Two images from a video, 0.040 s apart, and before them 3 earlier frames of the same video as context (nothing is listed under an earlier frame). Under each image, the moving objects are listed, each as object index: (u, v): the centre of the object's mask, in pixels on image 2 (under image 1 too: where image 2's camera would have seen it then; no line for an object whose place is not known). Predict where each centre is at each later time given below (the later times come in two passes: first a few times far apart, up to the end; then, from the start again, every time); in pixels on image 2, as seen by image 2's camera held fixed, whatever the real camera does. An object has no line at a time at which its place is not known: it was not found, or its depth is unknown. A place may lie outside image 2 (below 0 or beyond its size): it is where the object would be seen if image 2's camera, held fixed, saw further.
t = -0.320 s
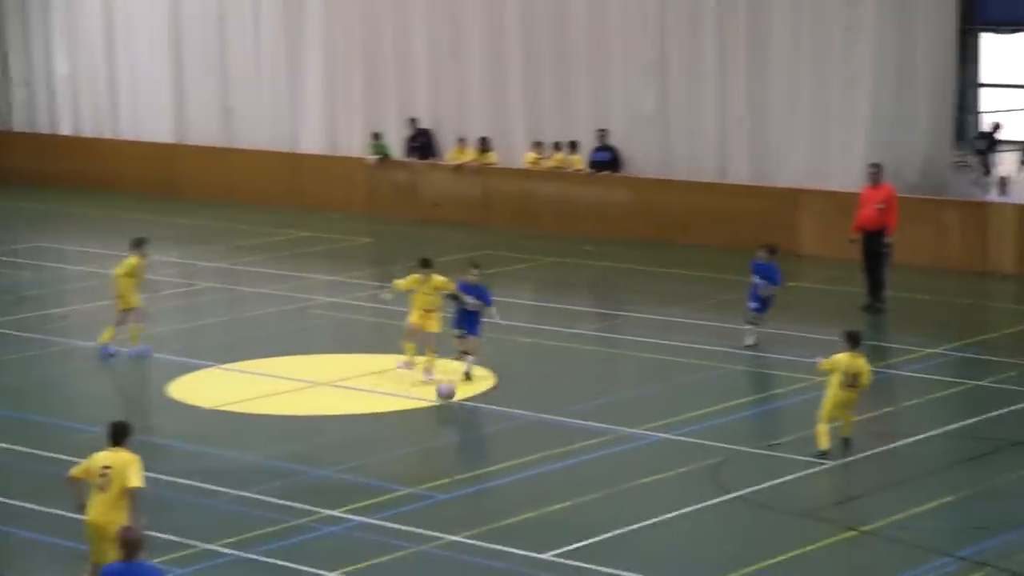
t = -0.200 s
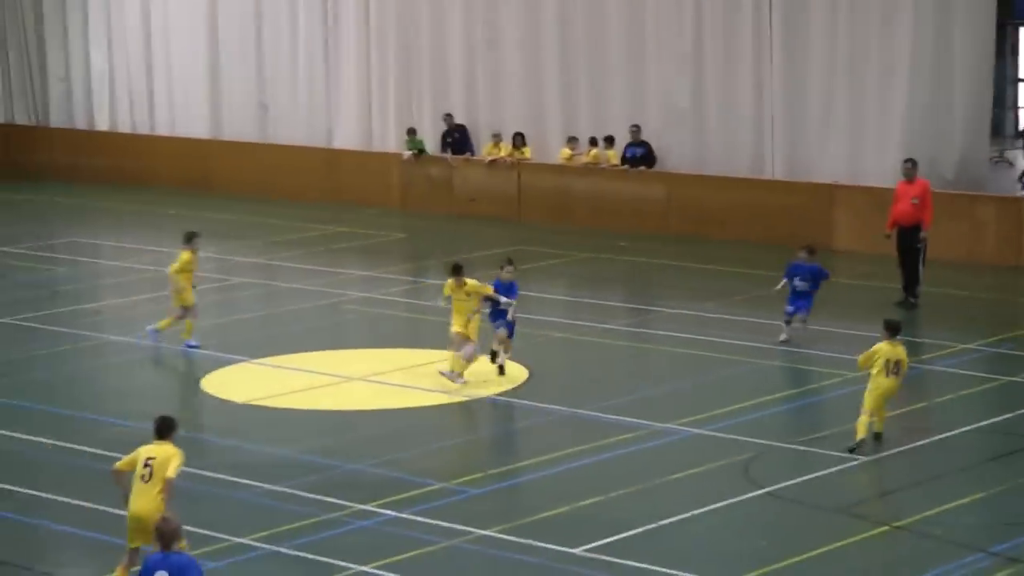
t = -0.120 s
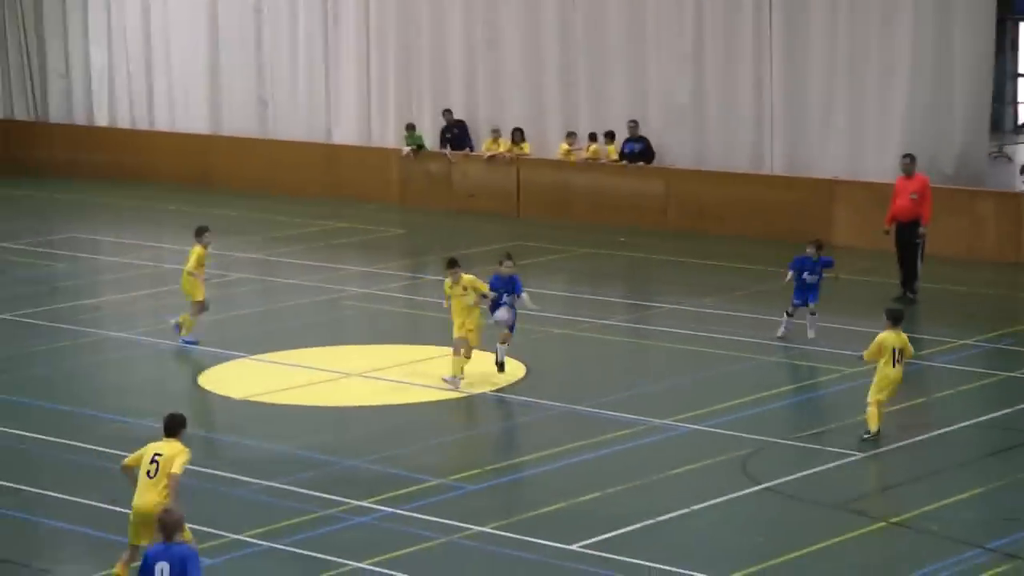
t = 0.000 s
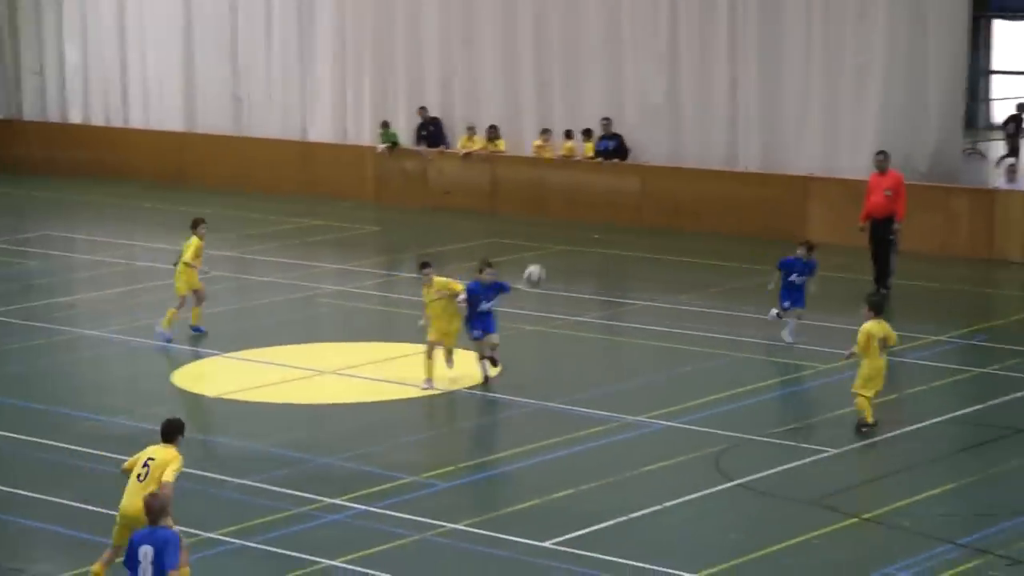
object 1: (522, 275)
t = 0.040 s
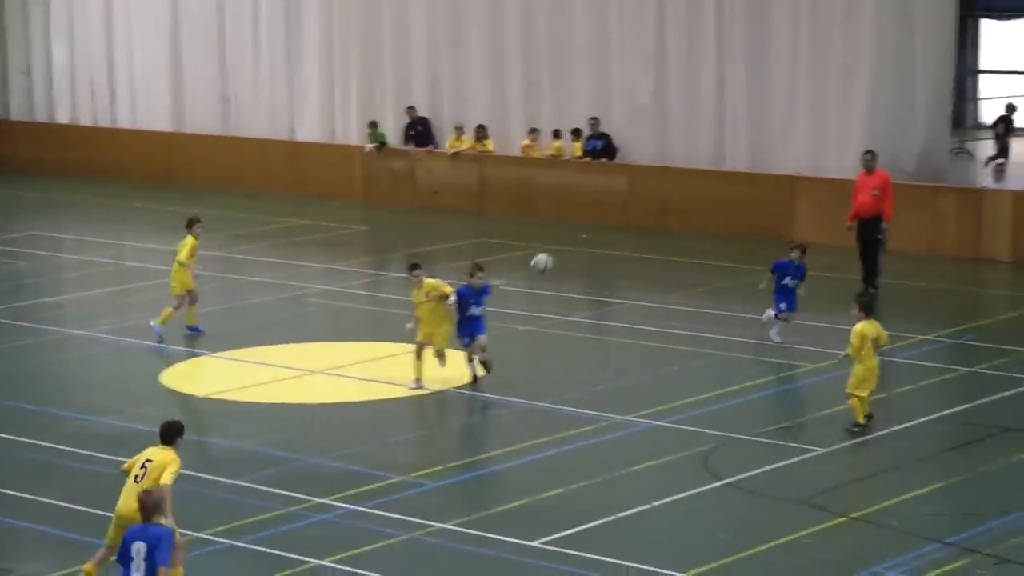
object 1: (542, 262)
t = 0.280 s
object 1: (665, 224)
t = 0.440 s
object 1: (756, 227)
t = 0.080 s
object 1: (562, 252)
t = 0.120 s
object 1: (582, 243)
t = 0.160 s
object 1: (602, 237)
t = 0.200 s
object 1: (621, 231)
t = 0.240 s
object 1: (644, 226)
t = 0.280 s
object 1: (665, 224)
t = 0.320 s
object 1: (687, 223)
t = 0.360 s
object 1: (709, 223)
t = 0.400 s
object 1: (732, 225)
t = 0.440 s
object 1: (756, 227)
